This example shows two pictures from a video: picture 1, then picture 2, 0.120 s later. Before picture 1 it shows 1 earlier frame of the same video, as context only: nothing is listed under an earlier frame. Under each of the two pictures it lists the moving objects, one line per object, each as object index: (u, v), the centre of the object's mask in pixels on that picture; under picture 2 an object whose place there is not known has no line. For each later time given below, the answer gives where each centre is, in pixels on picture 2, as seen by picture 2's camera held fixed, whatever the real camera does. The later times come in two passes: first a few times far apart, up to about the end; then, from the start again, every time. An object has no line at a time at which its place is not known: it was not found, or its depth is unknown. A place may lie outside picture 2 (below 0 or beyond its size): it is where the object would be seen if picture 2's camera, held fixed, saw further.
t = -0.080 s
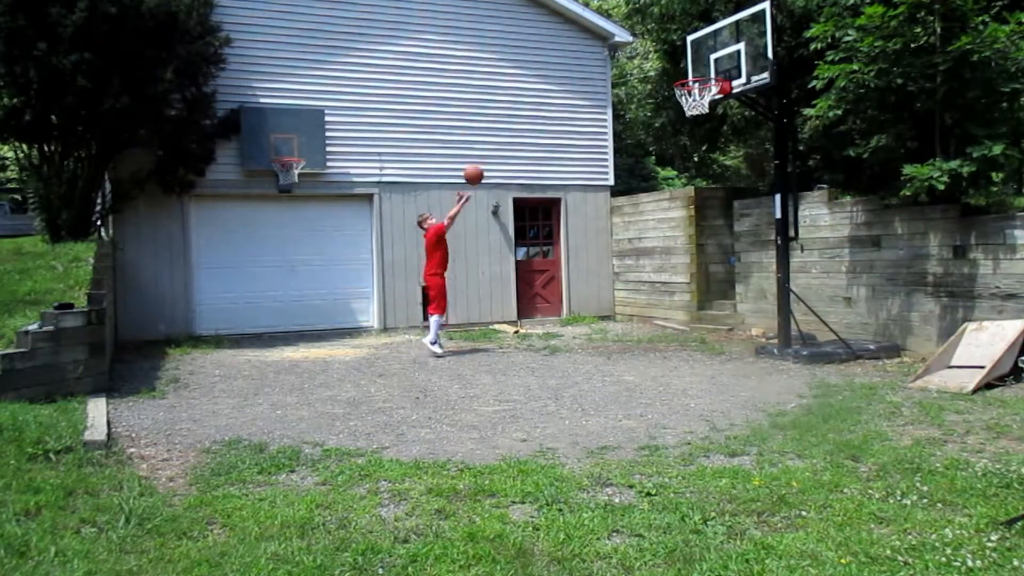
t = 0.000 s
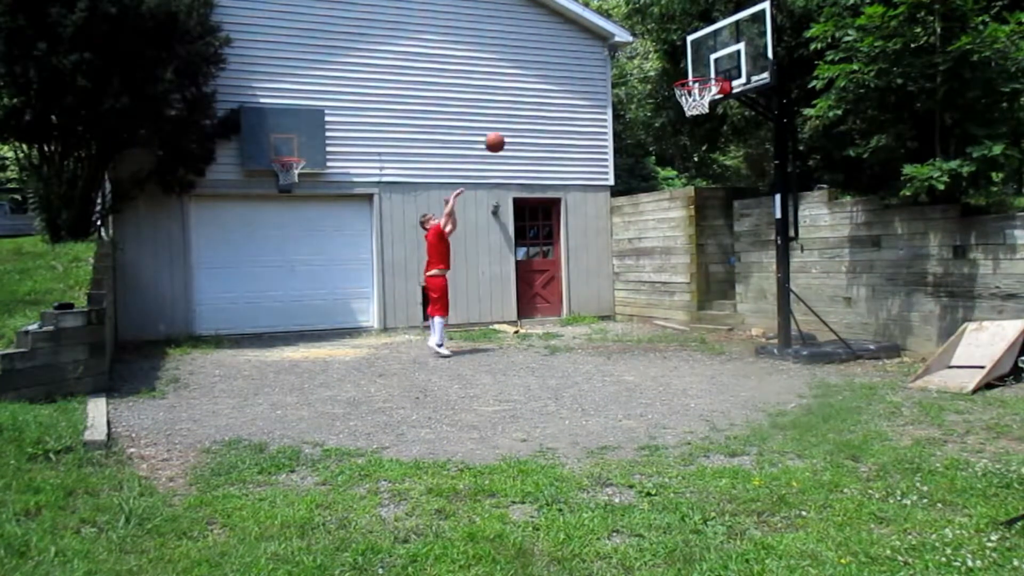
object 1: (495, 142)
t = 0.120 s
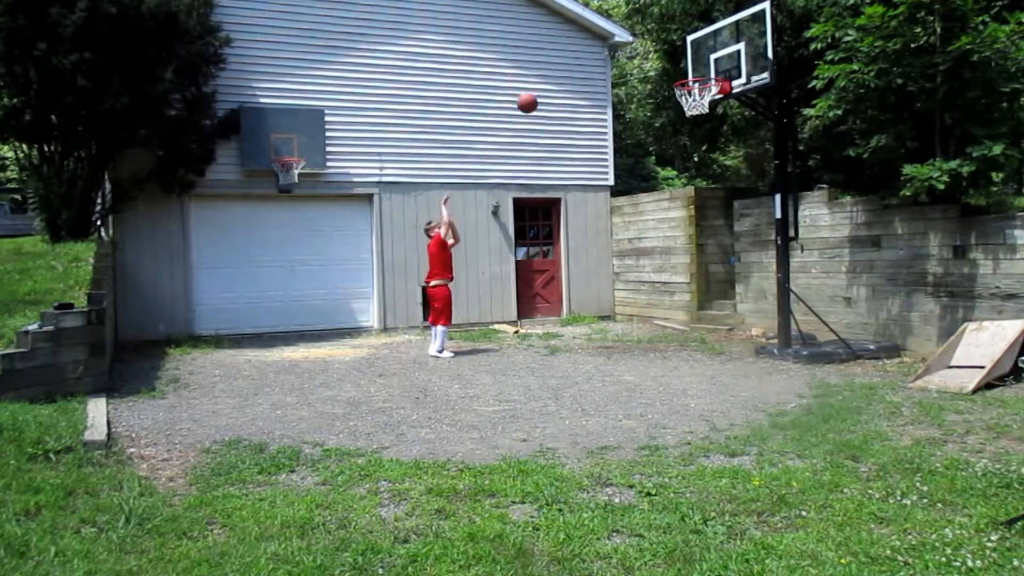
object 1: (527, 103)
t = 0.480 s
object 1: (633, 56)
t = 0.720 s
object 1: (705, 79)
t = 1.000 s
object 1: (683, 104)
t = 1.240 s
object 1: (695, 125)
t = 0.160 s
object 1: (538, 92)
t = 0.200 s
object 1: (549, 83)
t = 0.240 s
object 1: (561, 74)
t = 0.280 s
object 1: (573, 68)
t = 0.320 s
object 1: (584, 62)
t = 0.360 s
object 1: (596, 58)
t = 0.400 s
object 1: (608, 56)
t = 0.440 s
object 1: (620, 55)
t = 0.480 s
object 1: (633, 56)
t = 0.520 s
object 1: (645, 57)
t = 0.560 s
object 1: (658, 61)
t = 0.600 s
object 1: (672, 66)
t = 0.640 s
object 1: (683, 71)
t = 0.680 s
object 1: (697, 73)
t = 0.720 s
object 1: (705, 79)
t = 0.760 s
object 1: (708, 86)
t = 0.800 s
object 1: (706, 90)
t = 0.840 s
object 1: (701, 92)
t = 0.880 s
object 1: (695, 97)
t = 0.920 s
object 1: (689, 95)
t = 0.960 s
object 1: (684, 101)
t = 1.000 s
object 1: (683, 104)
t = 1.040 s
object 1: (683, 105)
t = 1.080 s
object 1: (685, 107)
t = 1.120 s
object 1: (687, 110)
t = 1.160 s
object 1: (690, 114)
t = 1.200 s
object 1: (692, 119)
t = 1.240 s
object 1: (695, 125)
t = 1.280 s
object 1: (697, 134)
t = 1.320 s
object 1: (699, 143)
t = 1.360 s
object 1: (703, 155)
